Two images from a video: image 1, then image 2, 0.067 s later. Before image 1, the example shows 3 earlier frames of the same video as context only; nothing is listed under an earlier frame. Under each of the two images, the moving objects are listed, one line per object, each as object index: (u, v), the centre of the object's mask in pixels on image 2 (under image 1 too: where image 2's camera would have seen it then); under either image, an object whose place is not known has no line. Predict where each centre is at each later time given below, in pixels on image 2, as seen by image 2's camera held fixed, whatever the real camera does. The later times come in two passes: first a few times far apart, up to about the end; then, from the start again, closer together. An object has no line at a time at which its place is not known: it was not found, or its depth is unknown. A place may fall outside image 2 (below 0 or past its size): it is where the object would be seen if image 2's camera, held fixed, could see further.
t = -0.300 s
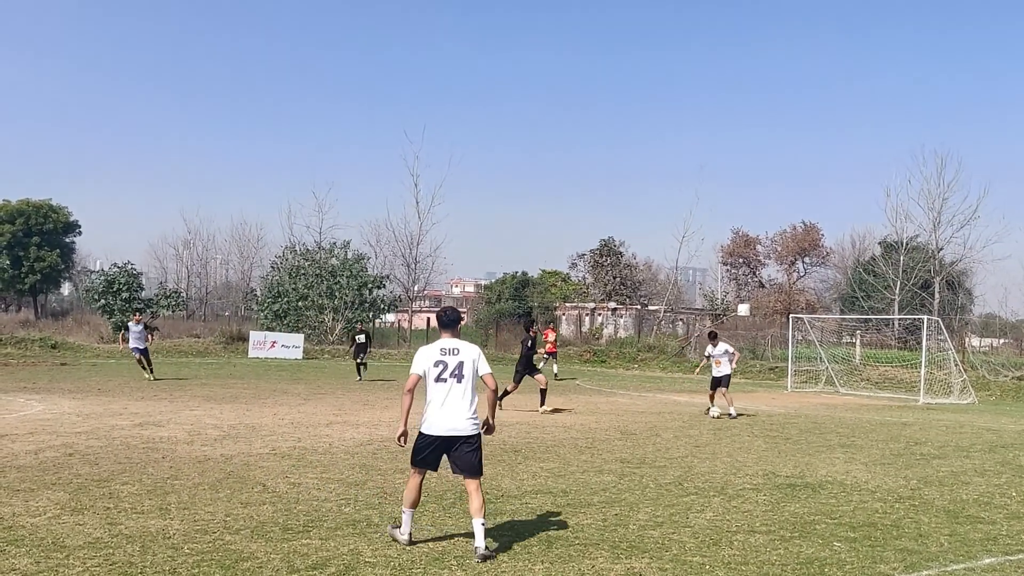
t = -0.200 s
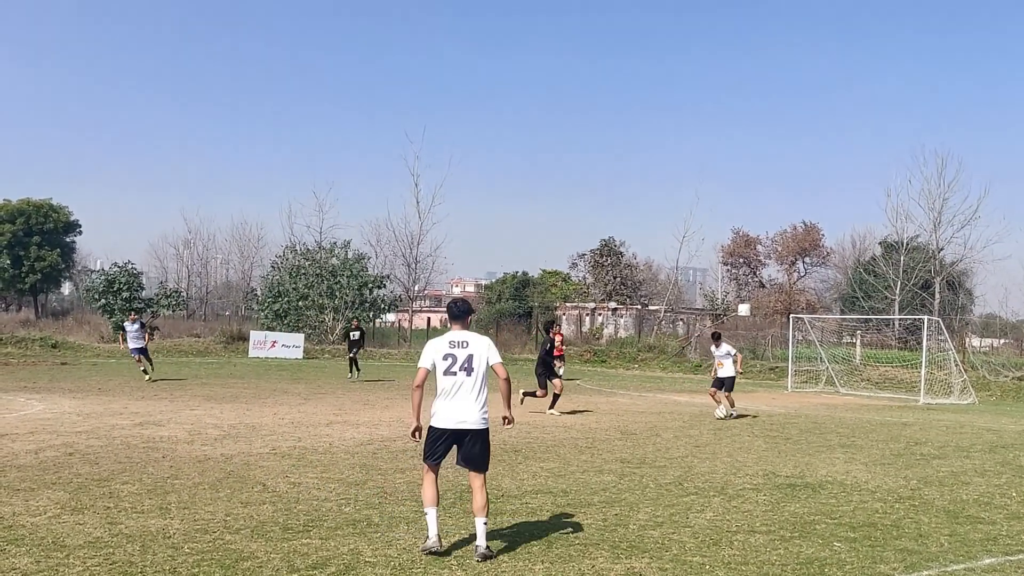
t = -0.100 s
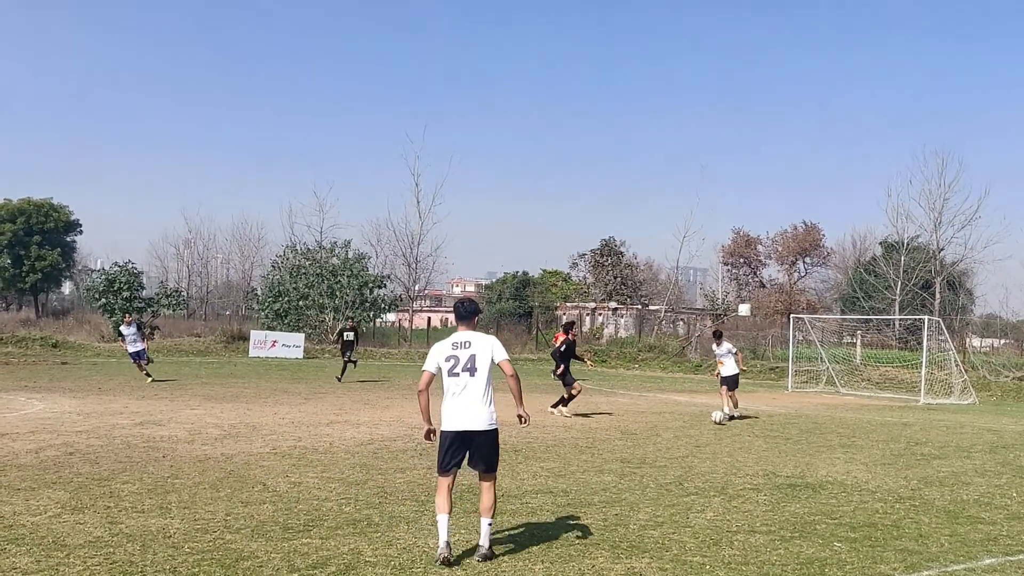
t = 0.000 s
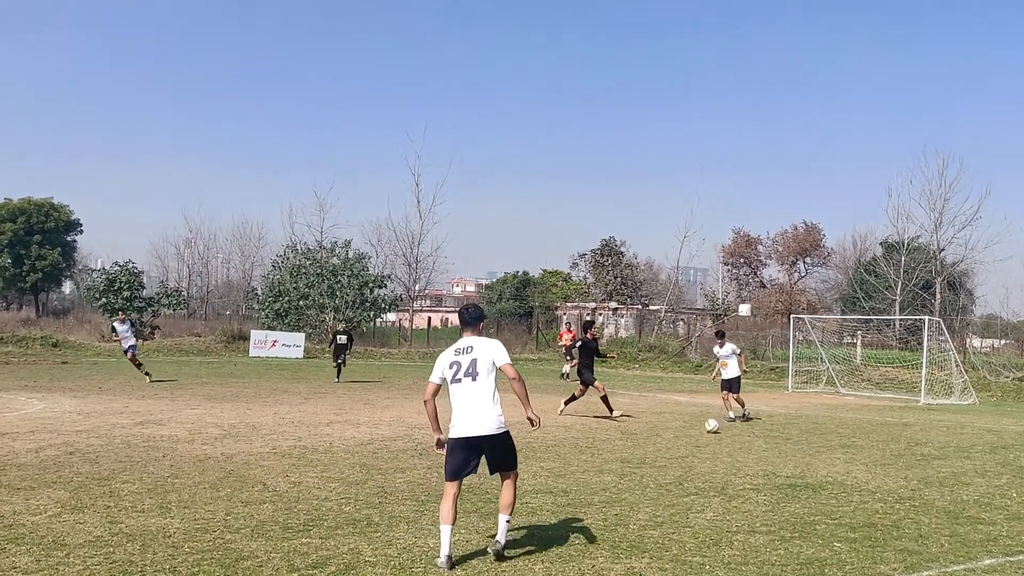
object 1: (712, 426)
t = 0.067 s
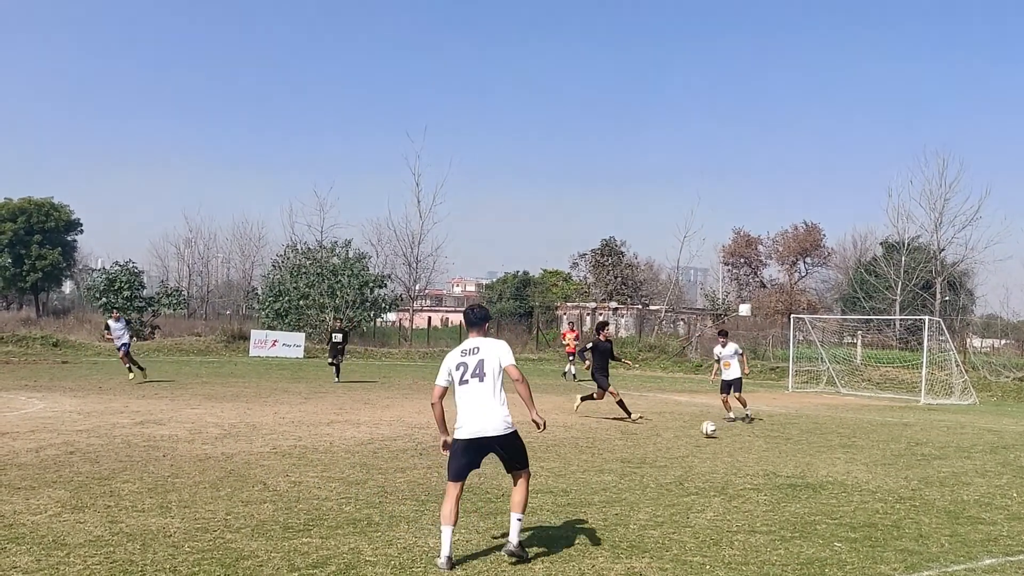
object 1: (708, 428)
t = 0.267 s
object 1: (697, 445)
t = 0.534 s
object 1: (685, 476)
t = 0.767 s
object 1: (676, 509)
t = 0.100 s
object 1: (706, 431)
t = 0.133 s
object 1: (704, 434)
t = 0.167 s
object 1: (702, 439)
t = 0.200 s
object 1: (700, 442)
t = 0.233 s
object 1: (699, 444)
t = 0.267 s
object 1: (697, 445)
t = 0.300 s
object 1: (696, 448)
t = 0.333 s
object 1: (694, 452)
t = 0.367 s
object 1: (692, 458)
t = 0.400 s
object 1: (690, 465)
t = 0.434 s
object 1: (689, 466)
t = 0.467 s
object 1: (688, 468)
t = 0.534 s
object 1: (685, 476)
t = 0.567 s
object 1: (684, 482)
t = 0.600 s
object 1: (682, 489)
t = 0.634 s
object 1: (681, 491)
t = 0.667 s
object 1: (680, 493)
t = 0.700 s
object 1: (678, 497)
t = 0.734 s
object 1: (677, 502)
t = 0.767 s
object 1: (676, 509)
